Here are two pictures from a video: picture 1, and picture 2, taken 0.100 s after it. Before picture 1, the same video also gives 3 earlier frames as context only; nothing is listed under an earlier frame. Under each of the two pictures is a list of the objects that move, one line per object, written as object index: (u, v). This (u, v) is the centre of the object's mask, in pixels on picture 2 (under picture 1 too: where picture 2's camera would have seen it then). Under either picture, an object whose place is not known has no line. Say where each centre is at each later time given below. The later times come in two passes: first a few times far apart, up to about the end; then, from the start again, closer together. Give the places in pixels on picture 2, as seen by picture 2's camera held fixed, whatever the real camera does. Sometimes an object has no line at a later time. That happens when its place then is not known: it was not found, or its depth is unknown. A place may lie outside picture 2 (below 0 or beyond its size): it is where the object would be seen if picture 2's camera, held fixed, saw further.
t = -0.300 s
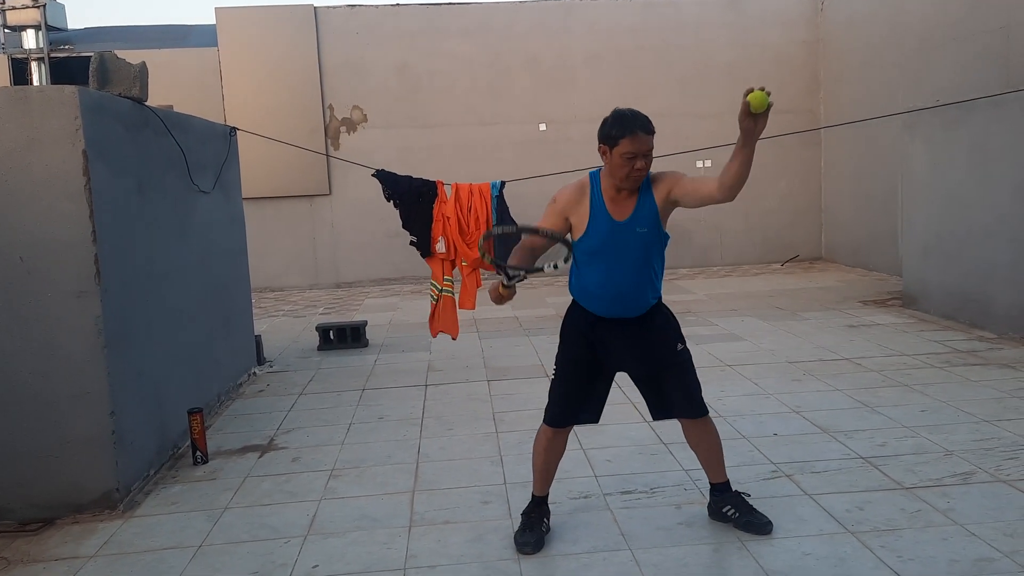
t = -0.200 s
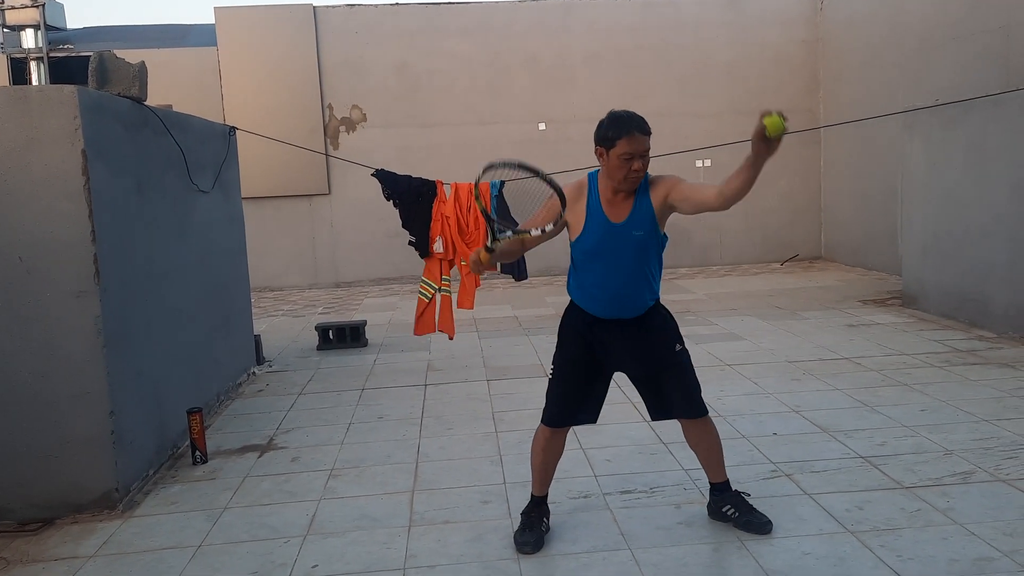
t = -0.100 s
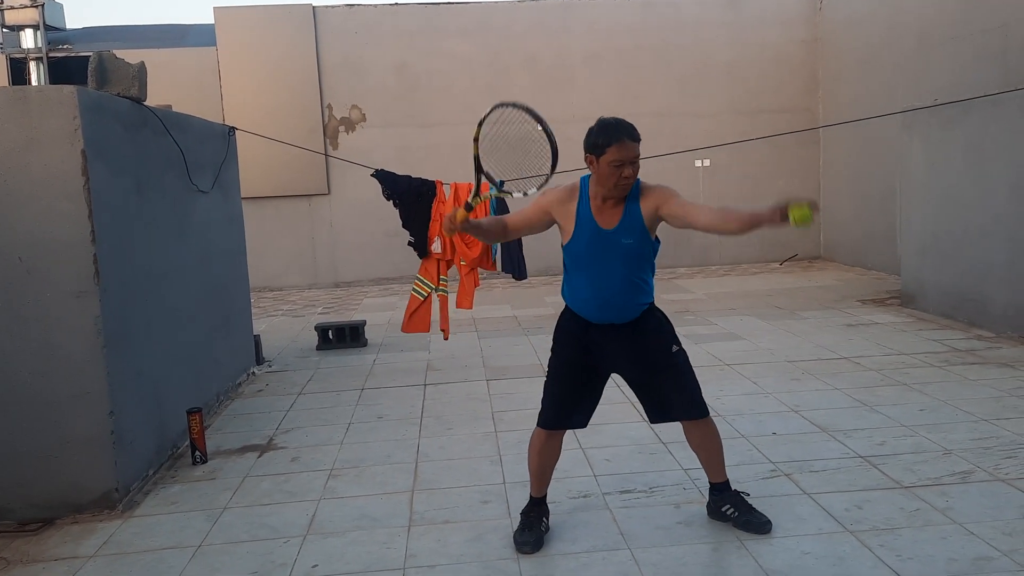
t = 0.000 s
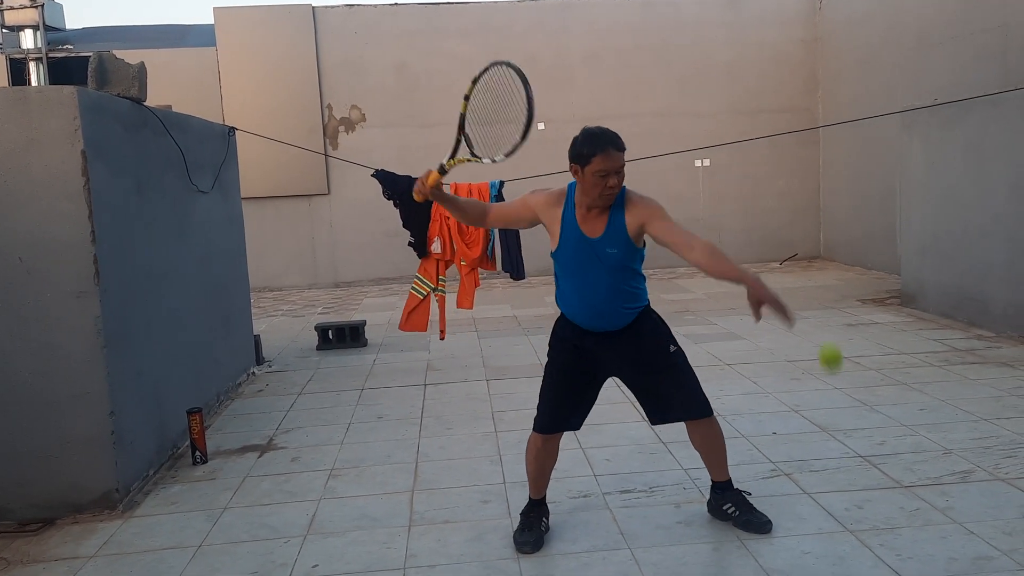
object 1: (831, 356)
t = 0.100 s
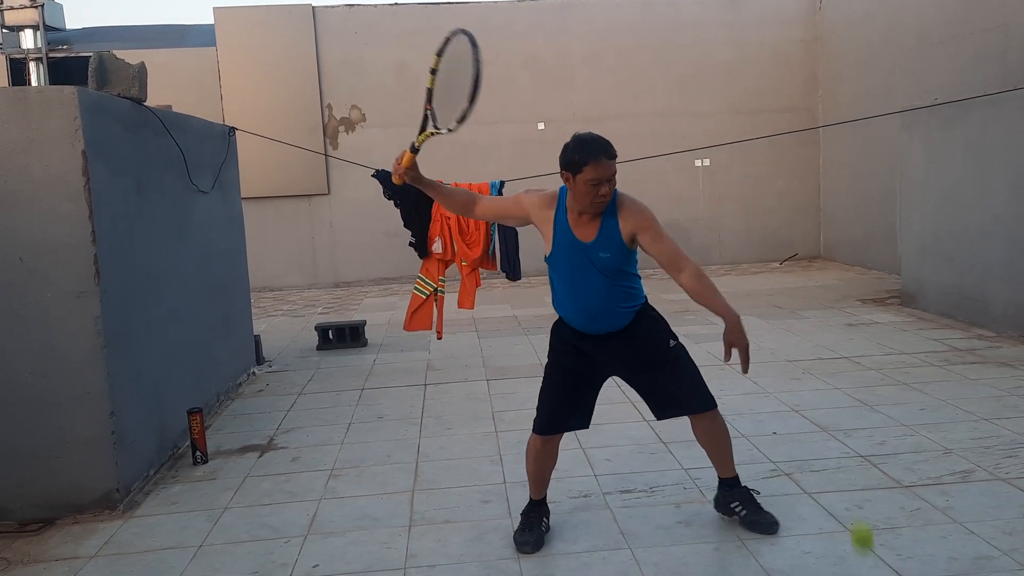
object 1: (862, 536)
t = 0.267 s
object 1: (891, 472)
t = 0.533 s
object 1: (930, 309)
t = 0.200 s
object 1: (882, 546)
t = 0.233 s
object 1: (886, 507)
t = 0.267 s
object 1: (891, 472)
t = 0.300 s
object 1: (895, 440)
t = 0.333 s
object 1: (900, 411)
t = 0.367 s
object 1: (905, 386)
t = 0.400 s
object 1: (909, 363)
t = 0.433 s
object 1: (914, 344)
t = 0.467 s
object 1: (920, 329)
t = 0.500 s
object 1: (925, 317)
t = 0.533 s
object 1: (930, 309)
